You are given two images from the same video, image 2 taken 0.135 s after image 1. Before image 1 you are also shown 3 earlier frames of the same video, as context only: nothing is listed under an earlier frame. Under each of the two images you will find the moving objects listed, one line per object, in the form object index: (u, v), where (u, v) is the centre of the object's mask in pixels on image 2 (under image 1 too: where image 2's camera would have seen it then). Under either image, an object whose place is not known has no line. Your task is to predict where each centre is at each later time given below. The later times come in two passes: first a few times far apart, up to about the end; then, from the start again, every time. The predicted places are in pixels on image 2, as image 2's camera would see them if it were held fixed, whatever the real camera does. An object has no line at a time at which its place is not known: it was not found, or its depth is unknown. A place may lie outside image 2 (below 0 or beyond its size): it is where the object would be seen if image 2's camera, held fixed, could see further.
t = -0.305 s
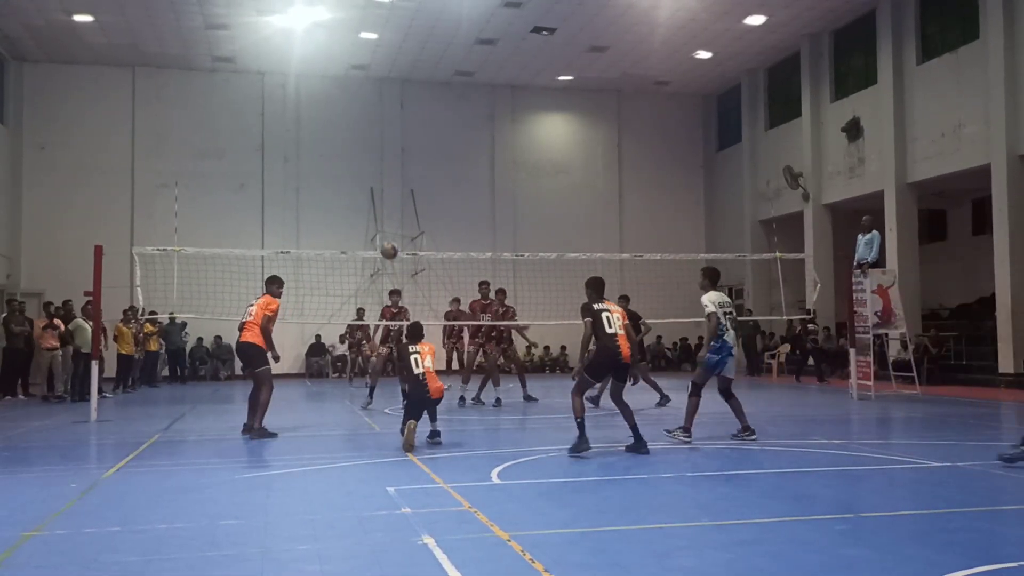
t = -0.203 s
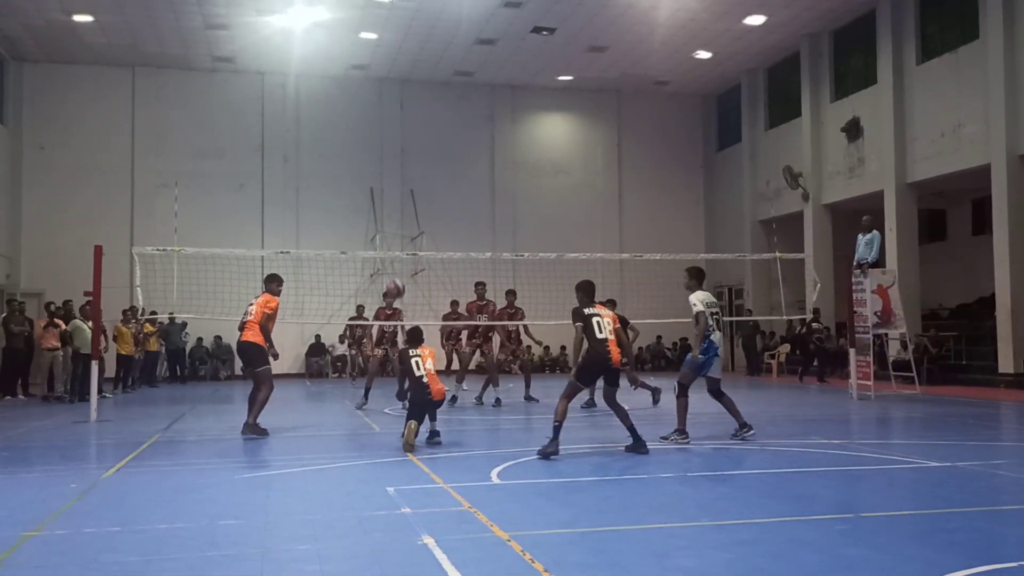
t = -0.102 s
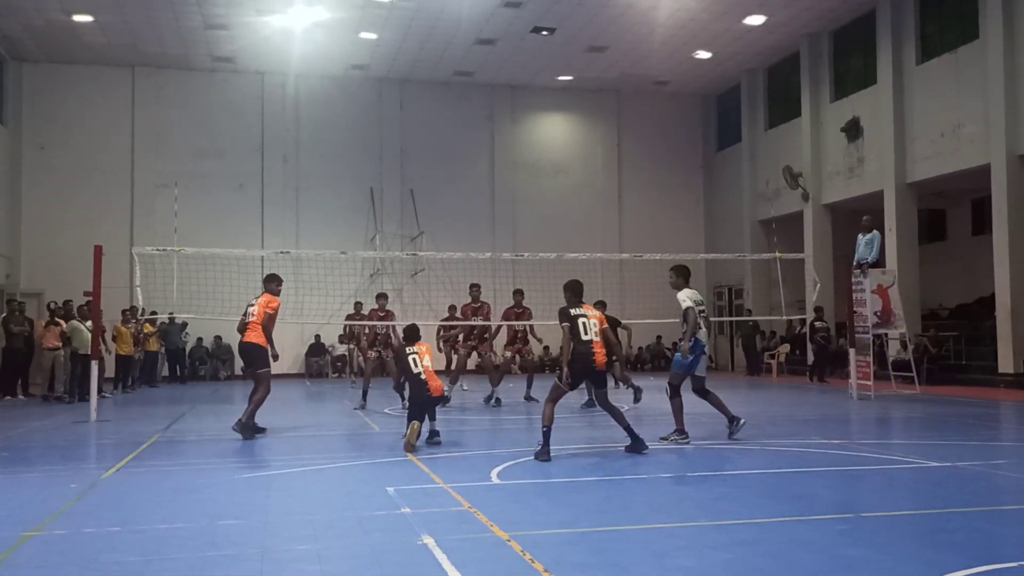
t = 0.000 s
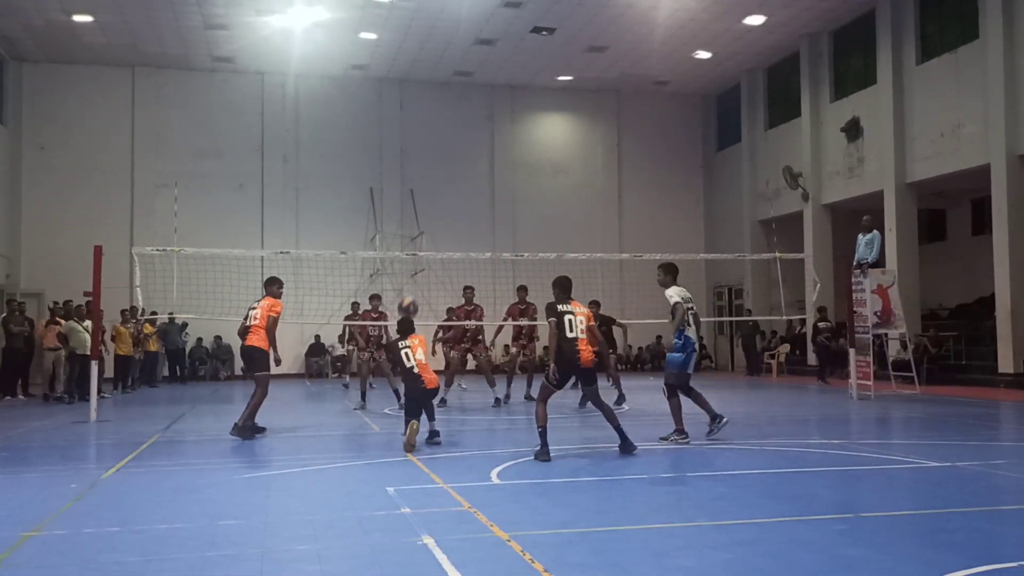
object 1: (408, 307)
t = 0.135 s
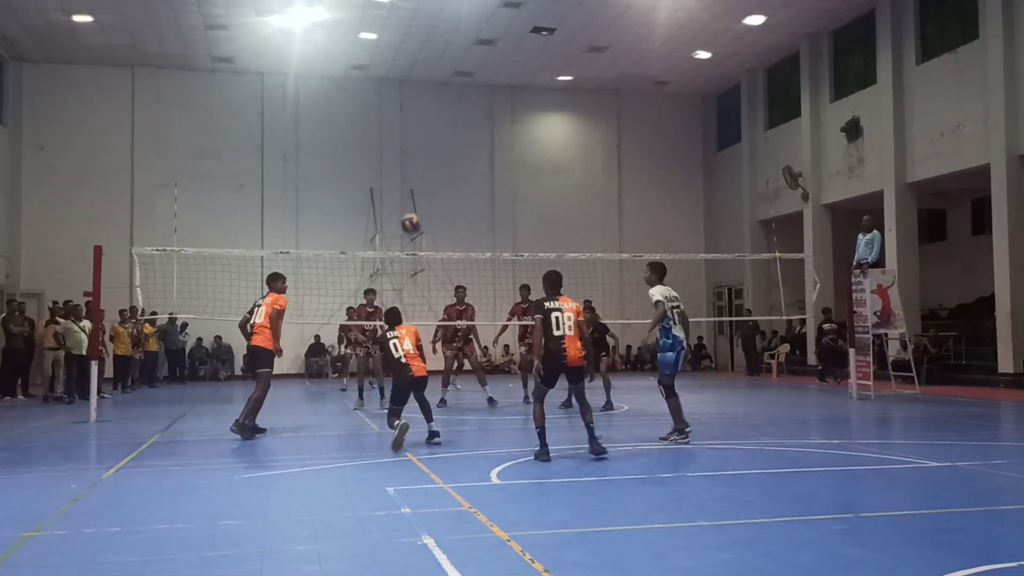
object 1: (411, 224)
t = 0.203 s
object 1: (412, 190)
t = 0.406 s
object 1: (416, 118)
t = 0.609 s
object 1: (421, 85)
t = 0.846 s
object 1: (427, 89)
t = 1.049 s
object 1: (431, 127)
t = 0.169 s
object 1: (411, 206)
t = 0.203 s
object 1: (412, 190)
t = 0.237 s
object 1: (413, 175)
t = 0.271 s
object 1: (413, 161)
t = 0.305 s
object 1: (415, 149)
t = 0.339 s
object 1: (415, 138)
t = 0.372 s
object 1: (416, 127)
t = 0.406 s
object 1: (416, 118)
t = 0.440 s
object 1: (417, 110)
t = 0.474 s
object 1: (418, 103)
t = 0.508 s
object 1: (419, 97)
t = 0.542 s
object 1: (420, 92)
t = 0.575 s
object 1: (420, 88)
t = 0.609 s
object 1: (421, 85)
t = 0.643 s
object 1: (422, 83)
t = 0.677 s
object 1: (423, 81)
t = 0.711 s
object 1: (423, 81)
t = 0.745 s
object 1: (423, 82)
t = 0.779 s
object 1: (424, 83)
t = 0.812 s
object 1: (425, 86)
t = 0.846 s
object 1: (427, 89)
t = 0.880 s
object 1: (427, 93)
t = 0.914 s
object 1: (428, 99)
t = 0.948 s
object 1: (428, 104)
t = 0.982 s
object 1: (429, 111)
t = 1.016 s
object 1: (430, 119)
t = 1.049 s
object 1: (431, 127)
